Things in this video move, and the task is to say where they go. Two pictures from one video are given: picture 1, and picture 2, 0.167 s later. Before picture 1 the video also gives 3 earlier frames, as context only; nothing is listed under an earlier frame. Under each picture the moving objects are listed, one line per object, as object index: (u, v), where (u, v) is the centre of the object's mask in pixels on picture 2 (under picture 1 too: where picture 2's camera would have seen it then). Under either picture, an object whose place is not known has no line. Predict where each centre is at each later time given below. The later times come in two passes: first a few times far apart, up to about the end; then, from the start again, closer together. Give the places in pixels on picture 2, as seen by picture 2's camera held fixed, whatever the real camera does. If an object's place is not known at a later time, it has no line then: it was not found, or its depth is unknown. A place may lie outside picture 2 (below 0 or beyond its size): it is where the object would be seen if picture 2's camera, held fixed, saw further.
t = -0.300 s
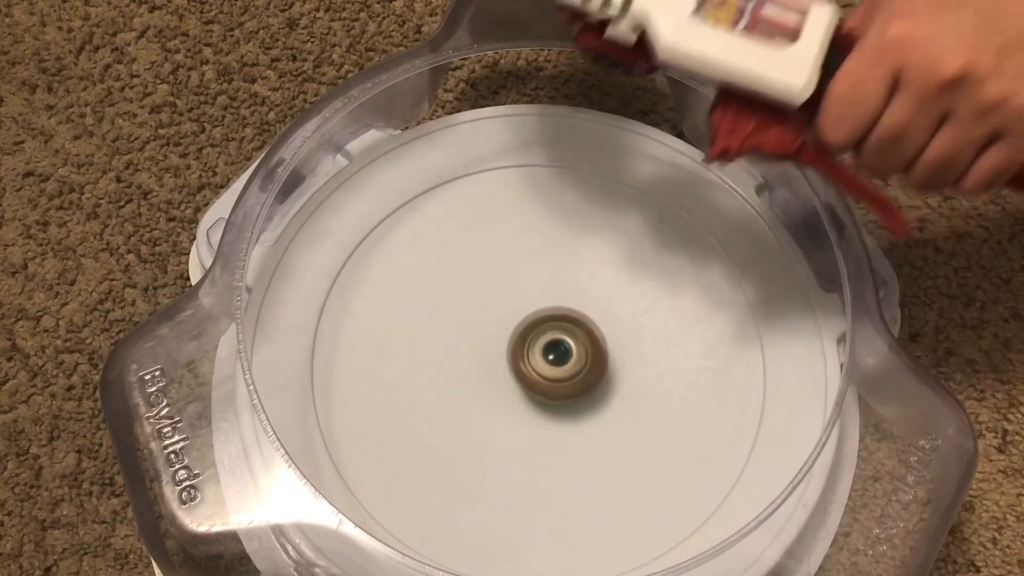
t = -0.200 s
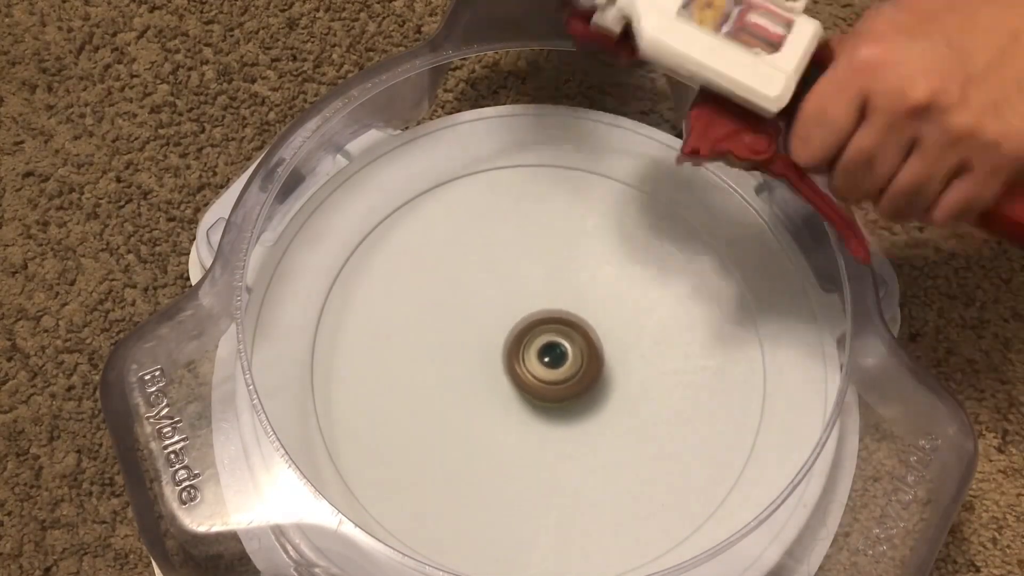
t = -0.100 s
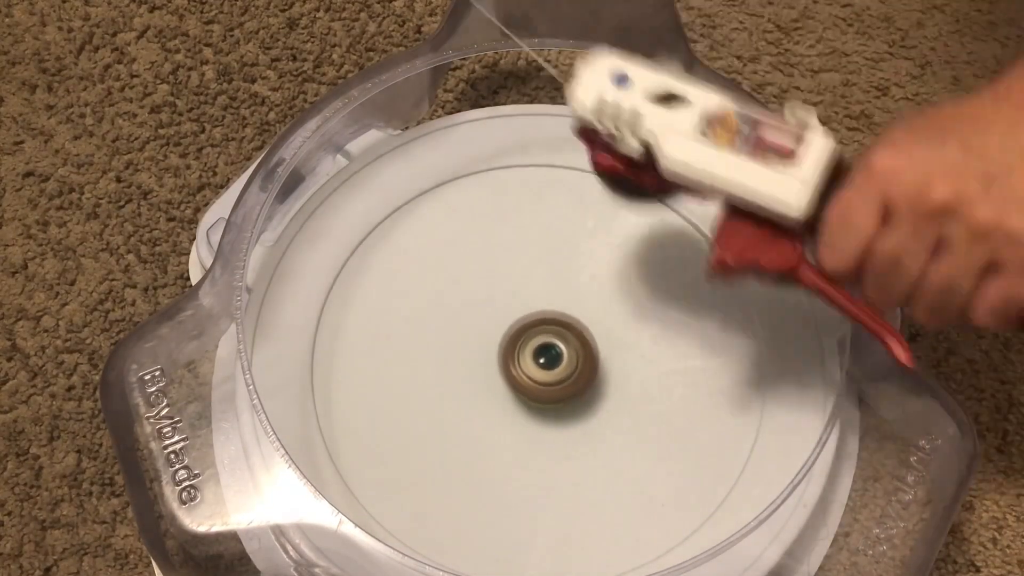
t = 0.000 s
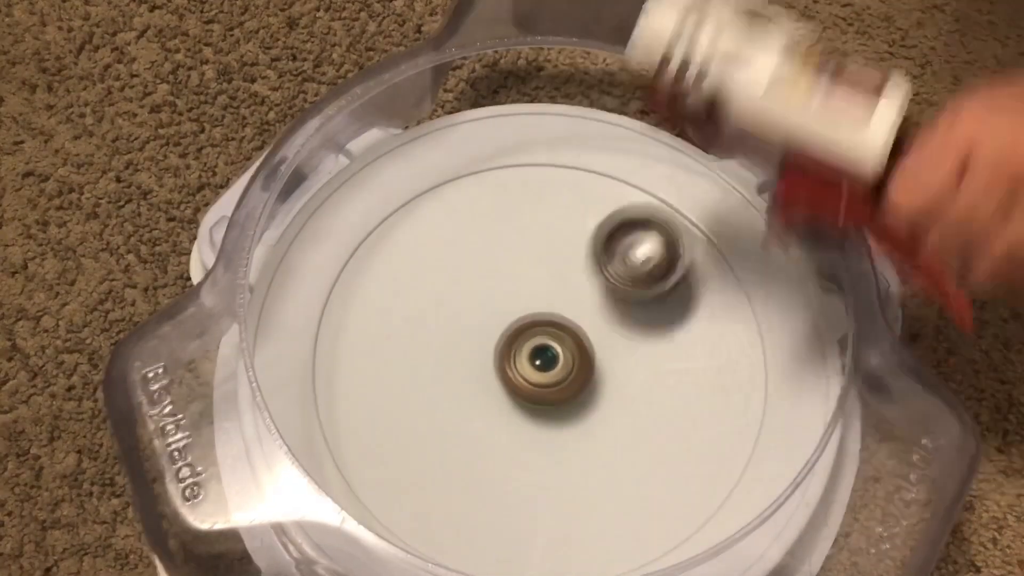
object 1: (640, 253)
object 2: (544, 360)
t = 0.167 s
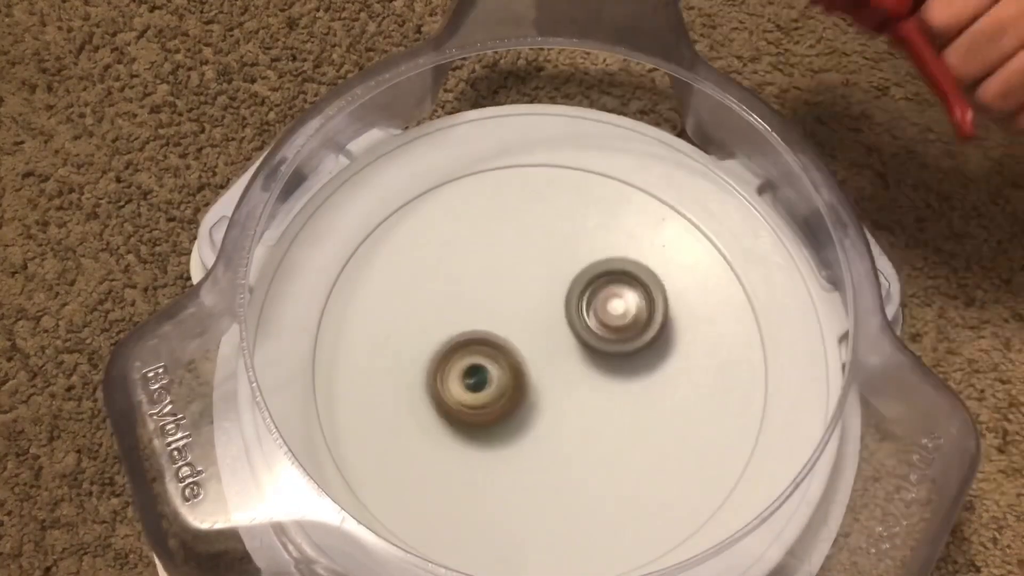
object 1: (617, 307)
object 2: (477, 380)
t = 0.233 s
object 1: (617, 319)
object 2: (456, 374)
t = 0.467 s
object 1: (639, 355)
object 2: (446, 344)
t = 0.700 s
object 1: (647, 346)
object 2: (477, 327)
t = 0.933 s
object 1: (621, 331)
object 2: (508, 330)
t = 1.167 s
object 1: (652, 350)
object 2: (511, 326)
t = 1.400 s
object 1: (666, 357)
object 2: (480, 318)
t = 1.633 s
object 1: (636, 336)
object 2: (481, 306)
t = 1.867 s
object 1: (626, 453)
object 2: (464, 260)
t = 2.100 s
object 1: (692, 490)
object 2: (494, 250)
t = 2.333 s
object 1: (664, 328)
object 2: (534, 291)
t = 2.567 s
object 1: (583, 302)
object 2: (480, 314)
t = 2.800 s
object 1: (571, 416)
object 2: (432, 312)
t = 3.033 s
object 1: (590, 443)
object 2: (451, 343)
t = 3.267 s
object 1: (607, 372)
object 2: (480, 379)
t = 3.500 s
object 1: (585, 352)
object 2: (478, 387)
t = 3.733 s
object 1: (651, 293)
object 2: (388, 379)
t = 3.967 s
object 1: (512, 292)
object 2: (440, 367)
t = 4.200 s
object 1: (535, 241)
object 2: (407, 456)
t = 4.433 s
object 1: (527, 347)
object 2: (471, 438)
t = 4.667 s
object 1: (632, 335)
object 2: (527, 434)
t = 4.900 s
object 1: (604, 269)
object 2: (587, 404)
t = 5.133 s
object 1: (523, 328)
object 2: (624, 371)
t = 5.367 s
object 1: (562, 420)
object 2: (638, 340)
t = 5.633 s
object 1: (606, 412)
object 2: (633, 321)
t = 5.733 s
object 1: (606, 413)
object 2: (633, 321)
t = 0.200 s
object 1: (617, 312)
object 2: (465, 378)
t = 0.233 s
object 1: (617, 319)
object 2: (456, 374)
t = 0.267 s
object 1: (617, 325)
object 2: (450, 370)
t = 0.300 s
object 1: (619, 332)
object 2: (446, 365)
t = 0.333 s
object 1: (623, 338)
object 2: (444, 361)
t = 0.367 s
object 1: (627, 345)
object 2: (442, 356)
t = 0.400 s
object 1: (632, 349)
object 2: (443, 351)
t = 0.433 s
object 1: (636, 353)
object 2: (444, 347)
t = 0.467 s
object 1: (639, 355)
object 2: (446, 344)
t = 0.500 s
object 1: (642, 357)
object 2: (449, 340)
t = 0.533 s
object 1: (645, 358)
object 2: (453, 337)
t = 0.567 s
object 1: (647, 357)
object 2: (457, 334)
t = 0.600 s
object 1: (648, 355)
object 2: (462, 331)
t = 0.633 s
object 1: (648, 353)
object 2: (467, 330)
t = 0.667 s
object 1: (649, 350)
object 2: (472, 329)
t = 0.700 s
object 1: (647, 346)
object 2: (477, 327)
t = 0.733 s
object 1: (646, 342)
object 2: (483, 327)
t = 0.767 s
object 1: (643, 338)
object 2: (488, 327)
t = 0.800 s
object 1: (638, 335)
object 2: (494, 327)
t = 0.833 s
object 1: (633, 331)
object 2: (499, 327)
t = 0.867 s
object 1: (627, 328)
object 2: (504, 328)
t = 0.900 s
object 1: (621, 327)
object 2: (510, 330)
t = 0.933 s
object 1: (621, 331)
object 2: (508, 330)
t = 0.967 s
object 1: (629, 336)
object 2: (502, 327)
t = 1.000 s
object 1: (636, 342)
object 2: (501, 325)
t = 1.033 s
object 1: (643, 348)
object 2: (501, 324)
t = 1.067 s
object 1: (647, 351)
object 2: (503, 323)
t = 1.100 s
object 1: (651, 352)
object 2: (505, 324)
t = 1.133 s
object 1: (653, 352)
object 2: (508, 325)
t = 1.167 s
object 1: (652, 350)
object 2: (511, 326)
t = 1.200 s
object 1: (648, 346)
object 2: (514, 328)
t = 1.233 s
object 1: (642, 343)
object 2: (517, 329)
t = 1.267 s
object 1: (635, 341)
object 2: (520, 331)
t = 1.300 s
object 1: (629, 340)
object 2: (521, 332)
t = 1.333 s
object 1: (645, 347)
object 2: (502, 327)
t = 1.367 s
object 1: (658, 353)
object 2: (489, 322)
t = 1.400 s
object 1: (666, 357)
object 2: (480, 318)
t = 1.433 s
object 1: (671, 357)
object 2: (474, 314)
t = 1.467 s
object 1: (672, 354)
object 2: (472, 311)
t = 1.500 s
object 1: (670, 350)
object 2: (472, 310)
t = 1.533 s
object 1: (664, 344)
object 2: (473, 309)
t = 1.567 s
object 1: (656, 339)
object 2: (476, 307)
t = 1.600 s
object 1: (647, 336)
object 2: (478, 306)
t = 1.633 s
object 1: (636, 336)
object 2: (481, 306)
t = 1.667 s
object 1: (623, 338)
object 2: (485, 305)
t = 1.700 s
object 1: (610, 342)
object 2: (488, 305)
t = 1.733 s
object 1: (597, 349)
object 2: (492, 306)
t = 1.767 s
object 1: (586, 363)
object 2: (494, 305)
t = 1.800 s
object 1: (600, 398)
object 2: (478, 288)
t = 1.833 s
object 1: (613, 428)
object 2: (468, 271)
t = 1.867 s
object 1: (626, 453)
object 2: (464, 260)
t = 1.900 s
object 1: (640, 476)
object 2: (464, 253)
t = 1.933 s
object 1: (653, 493)
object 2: (467, 249)
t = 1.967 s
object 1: (663, 503)
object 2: (472, 247)
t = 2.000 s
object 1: (672, 505)
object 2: (477, 246)
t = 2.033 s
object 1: (678, 505)
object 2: (482, 247)
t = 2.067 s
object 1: (685, 500)
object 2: (488, 247)
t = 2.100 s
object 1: (692, 490)
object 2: (494, 250)
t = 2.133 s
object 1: (696, 475)
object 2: (500, 254)
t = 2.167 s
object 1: (699, 455)
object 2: (506, 258)
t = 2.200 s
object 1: (702, 432)
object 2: (512, 264)
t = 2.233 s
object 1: (700, 405)
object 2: (518, 270)
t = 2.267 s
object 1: (695, 380)
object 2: (523, 276)
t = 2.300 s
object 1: (682, 355)
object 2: (529, 283)
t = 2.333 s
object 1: (664, 328)
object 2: (534, 291)
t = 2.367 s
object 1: (642, 311)
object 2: (537, 297)
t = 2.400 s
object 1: (635, 301)
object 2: (525, 303)
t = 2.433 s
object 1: (634, 293)
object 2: (508, 305)
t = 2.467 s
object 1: (626, 288)
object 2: (497, 307)
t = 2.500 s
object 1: (613, 288)
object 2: (489, 308)
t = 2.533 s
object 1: (598, 292)
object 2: (485, 310)
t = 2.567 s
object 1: (583, 302)
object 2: (480, 314)
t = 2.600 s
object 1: (584, 315)
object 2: (461, 314)
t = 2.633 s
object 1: (583, 330)
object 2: (447, 312)
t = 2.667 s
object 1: (581, 348)
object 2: (440, 311)
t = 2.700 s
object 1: (580, 365)
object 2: (435, 310)
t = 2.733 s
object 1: (577, 383)
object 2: (433, 310)
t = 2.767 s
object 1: (573, 400)
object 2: (431, 310)
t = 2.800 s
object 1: (571, 416)
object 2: (432, 312)
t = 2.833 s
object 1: (569, 427)
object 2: (433, 314)
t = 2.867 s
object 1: (568, 438)
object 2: (435, 317)
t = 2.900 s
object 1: (570, 446)
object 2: (438, 322)
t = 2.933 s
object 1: (573, 448)
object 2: (442, 327)
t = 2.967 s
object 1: (577, 448)
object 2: (445, 332)
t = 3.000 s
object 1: (583, 446)
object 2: (448, 338)
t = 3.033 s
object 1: (590, 443)
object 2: (451, 343)
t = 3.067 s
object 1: (599, 434)
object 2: (455, 349)
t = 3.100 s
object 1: (605, 426)
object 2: (458, 354)
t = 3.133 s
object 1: (608, 414)
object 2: (463, 359)
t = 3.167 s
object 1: (611, 401)
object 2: (467, 364)
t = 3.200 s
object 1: (613, 391)
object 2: (471, 369)
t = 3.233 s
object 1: (611, 380)
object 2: (476, 374)
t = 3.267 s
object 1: (607, 372)
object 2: (480, 379)
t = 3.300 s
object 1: (598, 366)
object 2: (485, 383)
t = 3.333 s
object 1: (591, 360)
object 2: (486, 388)
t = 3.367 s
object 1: (596, 355)
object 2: (478, 389)
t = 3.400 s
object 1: (600, 352)
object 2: (474, 389)
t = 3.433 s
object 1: (599, 350)
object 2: (473, 388)
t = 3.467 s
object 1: (595, 350)
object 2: (475, 388)
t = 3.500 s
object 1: (585, 352)
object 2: (478, 387)
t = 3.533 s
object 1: (592, 352)
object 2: (465, 390)
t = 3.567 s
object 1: (620, 343)
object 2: (434, 395)
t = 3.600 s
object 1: (636, 334)
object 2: (411, 395)
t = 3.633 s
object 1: (649, 323)
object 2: (397, 393)
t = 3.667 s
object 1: (656, 314)
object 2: (389, 388)
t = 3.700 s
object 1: (657, 303)
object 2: (387, 383)
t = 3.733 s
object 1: (651, 293)
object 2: (388, 379)
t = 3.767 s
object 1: (641, 285)
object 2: (392, 375)
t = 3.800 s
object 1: (626, 278)
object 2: (397, 371)
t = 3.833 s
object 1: (606, 273)
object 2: (405, 368)
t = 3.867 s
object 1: (584, 271)
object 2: (413, 367)
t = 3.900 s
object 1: (559, 275)
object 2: (422, 367)
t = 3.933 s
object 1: (537, 282)
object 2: (432, 366)
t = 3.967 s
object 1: (512, 292)
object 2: (440, 367)
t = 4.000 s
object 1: (515, 280)
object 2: (430, 390)
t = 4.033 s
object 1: (524, 259)
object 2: (417, 417)
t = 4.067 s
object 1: (532, 244)
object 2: (409, 437)
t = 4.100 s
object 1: (537, 235)
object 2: (405, 449)
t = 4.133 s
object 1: (540, 233)
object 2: (403, 454)
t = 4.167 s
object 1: (539, 235)
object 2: (404, 456)
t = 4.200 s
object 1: (535, 241)
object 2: (407, 456)
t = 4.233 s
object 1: (528, 251)
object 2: (412, 454)
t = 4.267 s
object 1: (521, 266)
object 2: (419, 452)
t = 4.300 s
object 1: (516, 281)
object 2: (428, 449)
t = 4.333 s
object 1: (512, 296)
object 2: (438, 446)
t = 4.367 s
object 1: (513, 315)
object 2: (448, 443)
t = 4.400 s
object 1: (519, 333)
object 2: (459, 441)
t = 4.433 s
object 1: (527, 347)
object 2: (471, 438)
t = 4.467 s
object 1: (547, 354)
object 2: (478, 442)
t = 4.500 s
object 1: (568, 356)
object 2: (484, 443)
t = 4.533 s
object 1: (587, 356)
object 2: (492, 444)
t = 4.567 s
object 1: (602, 352)
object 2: (500, 442)
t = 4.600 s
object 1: (616, 348)
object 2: (508, 440)
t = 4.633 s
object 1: (626, 341)
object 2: (518, 438)
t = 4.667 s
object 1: (632, 335)
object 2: (527, 434)
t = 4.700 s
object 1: (636, 326)
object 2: (536, 431)
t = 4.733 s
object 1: (636, 317)
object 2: (545, 426)
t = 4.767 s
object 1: (635, 305)
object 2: (554, 423)
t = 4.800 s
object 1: (631, 296)
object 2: (563, 418)
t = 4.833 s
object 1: (625, 287)
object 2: (571, 414)
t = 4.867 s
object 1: (616, 278)
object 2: (579, 409)
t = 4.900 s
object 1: (604, 269)
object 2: (587, 404)
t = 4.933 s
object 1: (589, 262)
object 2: (594, 400)
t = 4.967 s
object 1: (574, 260)
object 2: (600, 396)
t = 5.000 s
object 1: (559, 264)
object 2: (606, 391)
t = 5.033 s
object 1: (546, 272)
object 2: (611, 387)
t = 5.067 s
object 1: (535, 287)
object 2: (616, 382)
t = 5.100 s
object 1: (527, 304)
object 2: (620, 377)
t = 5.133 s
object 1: (523, 328)
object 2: (624, 371)
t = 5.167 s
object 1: (521, 348)
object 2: (628, 367)
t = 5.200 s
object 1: (523, 369)
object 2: (631, 362)
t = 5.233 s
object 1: (527, 386)
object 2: (634, 357)
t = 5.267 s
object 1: (533, 401)
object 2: (636, 352)
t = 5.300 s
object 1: (542, 411)
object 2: (637, 348)
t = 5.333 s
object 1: (551, 417)
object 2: (638, 344)
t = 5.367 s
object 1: (562, 420)
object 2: (638, 340)
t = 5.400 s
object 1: (572, 423)
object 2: (637, 335)
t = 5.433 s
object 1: (581, 422)
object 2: (636, 331)
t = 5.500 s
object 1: (593, 418)
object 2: (634, 326)
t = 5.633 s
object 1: (606, 412)
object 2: (633, 321)
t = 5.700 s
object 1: (606, 412)
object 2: (633, 321)
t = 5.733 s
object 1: (606, 413)
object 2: (633, 321)
